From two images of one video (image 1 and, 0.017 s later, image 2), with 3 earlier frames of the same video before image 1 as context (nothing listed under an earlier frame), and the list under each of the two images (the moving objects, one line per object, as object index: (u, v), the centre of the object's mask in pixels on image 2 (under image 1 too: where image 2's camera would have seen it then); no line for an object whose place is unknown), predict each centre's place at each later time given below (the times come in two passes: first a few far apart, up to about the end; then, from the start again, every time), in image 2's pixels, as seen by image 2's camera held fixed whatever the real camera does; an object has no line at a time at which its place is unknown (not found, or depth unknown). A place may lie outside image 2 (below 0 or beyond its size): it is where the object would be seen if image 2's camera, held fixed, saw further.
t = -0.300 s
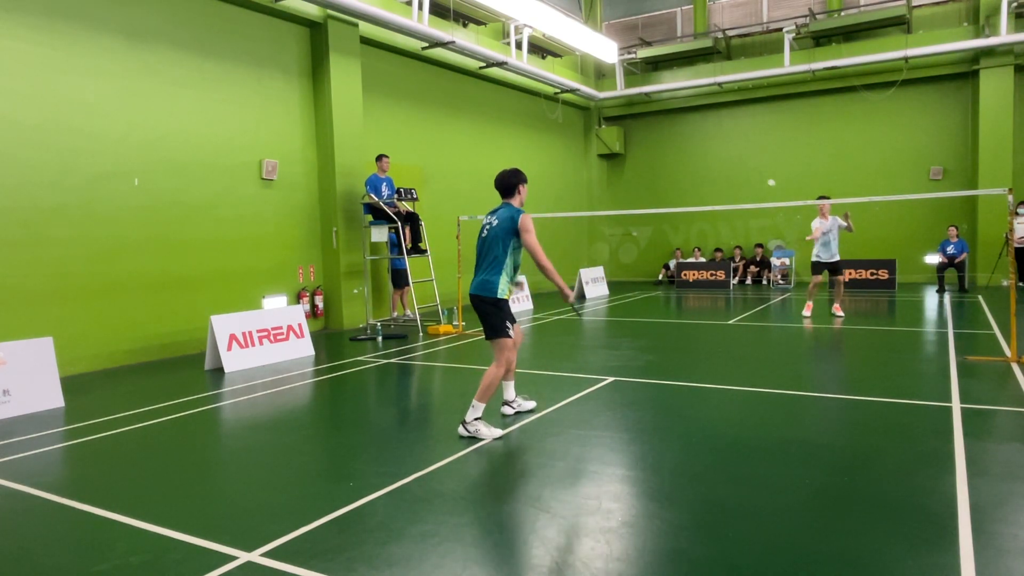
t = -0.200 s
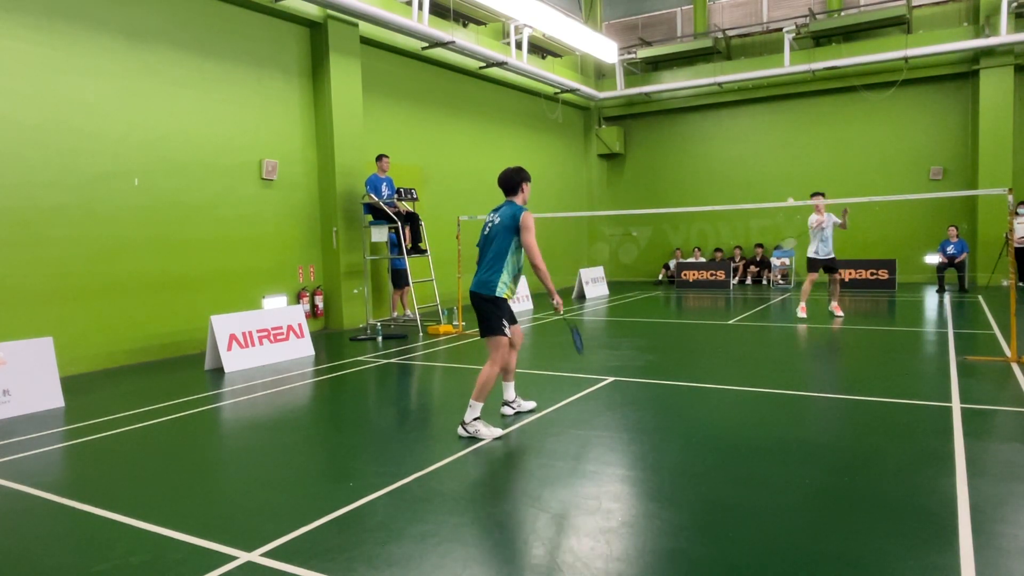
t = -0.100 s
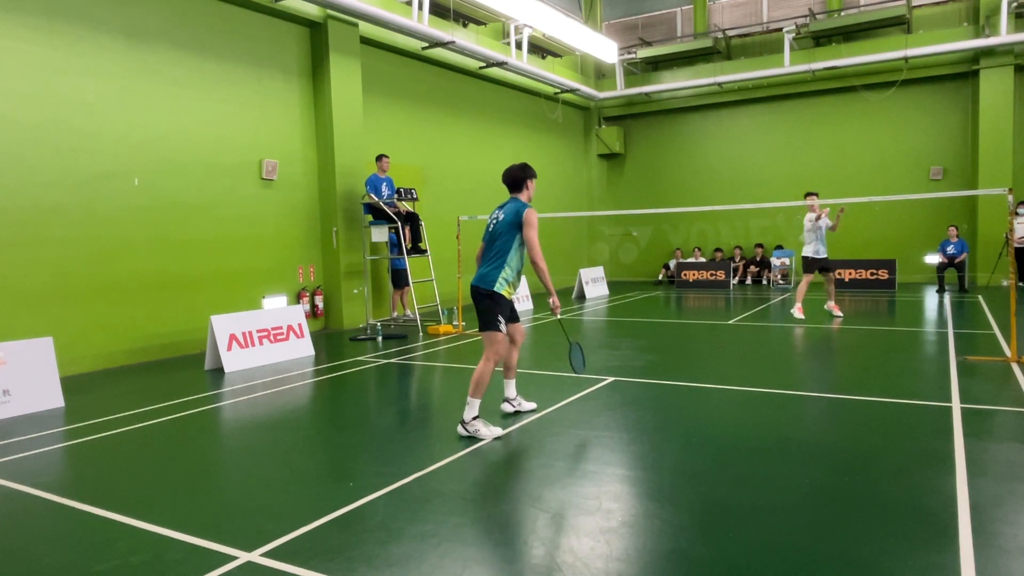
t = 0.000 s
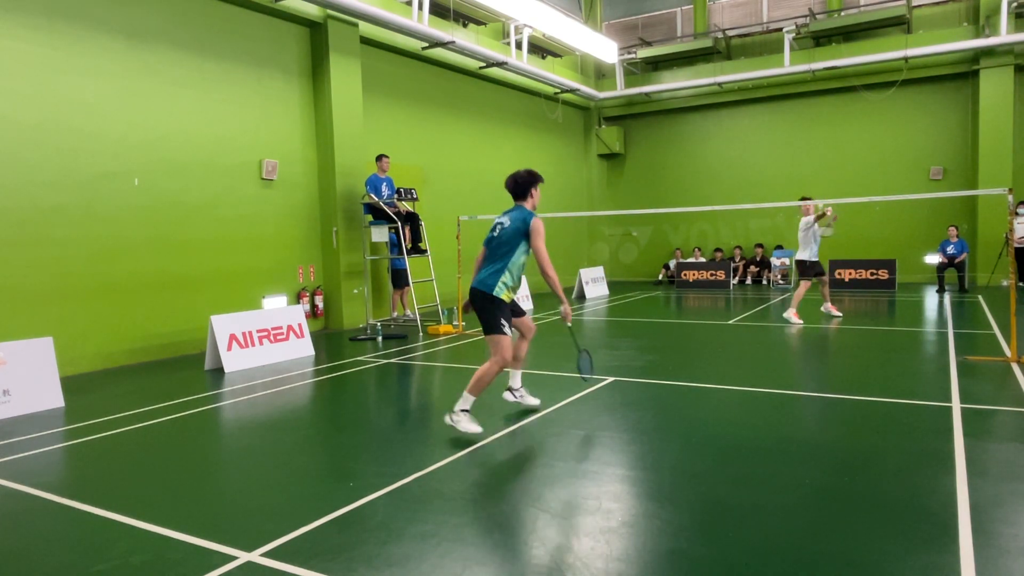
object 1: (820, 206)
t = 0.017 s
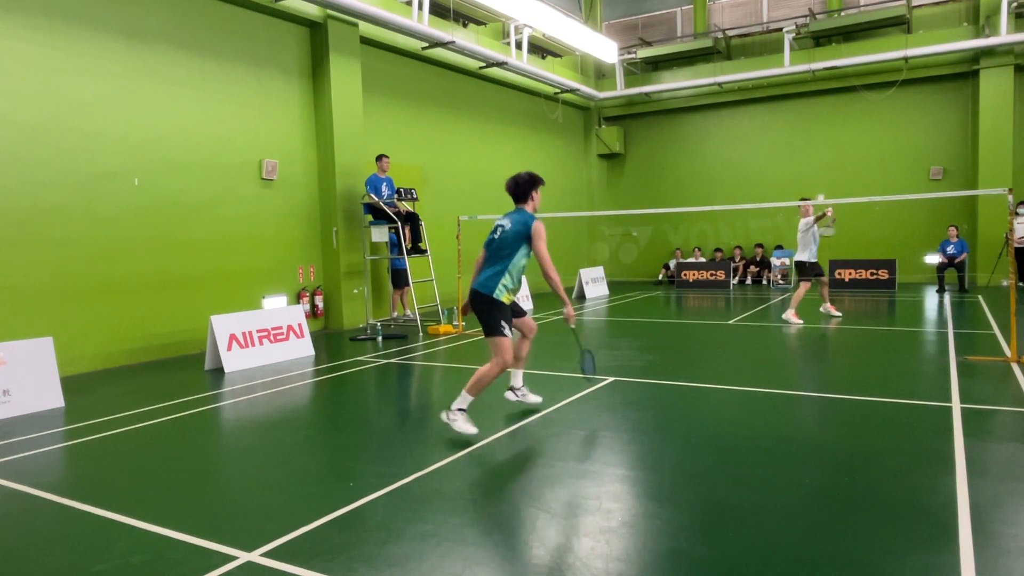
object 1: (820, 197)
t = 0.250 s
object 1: (827, 147)
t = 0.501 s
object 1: (841, 156)
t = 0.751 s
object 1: (854, 225)
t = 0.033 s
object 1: (821, 192)
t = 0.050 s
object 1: (822, 187)
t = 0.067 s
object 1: (822, 183)
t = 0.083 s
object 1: (823, 179)
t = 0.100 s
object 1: (823, 175)
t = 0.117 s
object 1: (823, 172)
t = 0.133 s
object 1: (823, 168)
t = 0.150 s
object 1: (823, 165)
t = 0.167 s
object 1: (823, 161)
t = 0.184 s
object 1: (823, 157)
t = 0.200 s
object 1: (824, 154)
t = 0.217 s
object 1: (824, 151)
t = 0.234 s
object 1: (826, 149)
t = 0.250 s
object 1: (827, 147)
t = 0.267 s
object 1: (827, 146)
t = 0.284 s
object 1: (829, 145)
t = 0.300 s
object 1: (829, 144)
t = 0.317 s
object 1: (831, 144)
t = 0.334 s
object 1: (832, 144)
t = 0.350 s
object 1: (833, 144)
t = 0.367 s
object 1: (834, 145)
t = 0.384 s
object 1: (835, 146)
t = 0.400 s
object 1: (836, 146)
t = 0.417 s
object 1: (837, 148)
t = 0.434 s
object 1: (838, 149)
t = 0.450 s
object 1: (839, 150)
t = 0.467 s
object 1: (840, 152)
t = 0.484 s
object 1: (840, 154)
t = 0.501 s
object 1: (841, 156)
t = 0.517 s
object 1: (842, 159)
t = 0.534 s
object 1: (843, 162)
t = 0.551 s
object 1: (844, 165)
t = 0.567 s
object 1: (845, 168)
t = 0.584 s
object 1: (846, 172)
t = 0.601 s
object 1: (846, 175)
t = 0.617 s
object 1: (847, 180)
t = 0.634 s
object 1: (848, 185)
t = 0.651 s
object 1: (849, 189)
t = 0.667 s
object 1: (850, 194)
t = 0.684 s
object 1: (851, 200)
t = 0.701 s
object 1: (852, 206)
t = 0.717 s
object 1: (852, 212)
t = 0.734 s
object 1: (853, 218)
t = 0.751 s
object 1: (854, 225)
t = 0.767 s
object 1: (855, 231)
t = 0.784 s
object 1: (855, 239)
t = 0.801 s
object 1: (856, 246)
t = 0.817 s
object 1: (857, 252)
